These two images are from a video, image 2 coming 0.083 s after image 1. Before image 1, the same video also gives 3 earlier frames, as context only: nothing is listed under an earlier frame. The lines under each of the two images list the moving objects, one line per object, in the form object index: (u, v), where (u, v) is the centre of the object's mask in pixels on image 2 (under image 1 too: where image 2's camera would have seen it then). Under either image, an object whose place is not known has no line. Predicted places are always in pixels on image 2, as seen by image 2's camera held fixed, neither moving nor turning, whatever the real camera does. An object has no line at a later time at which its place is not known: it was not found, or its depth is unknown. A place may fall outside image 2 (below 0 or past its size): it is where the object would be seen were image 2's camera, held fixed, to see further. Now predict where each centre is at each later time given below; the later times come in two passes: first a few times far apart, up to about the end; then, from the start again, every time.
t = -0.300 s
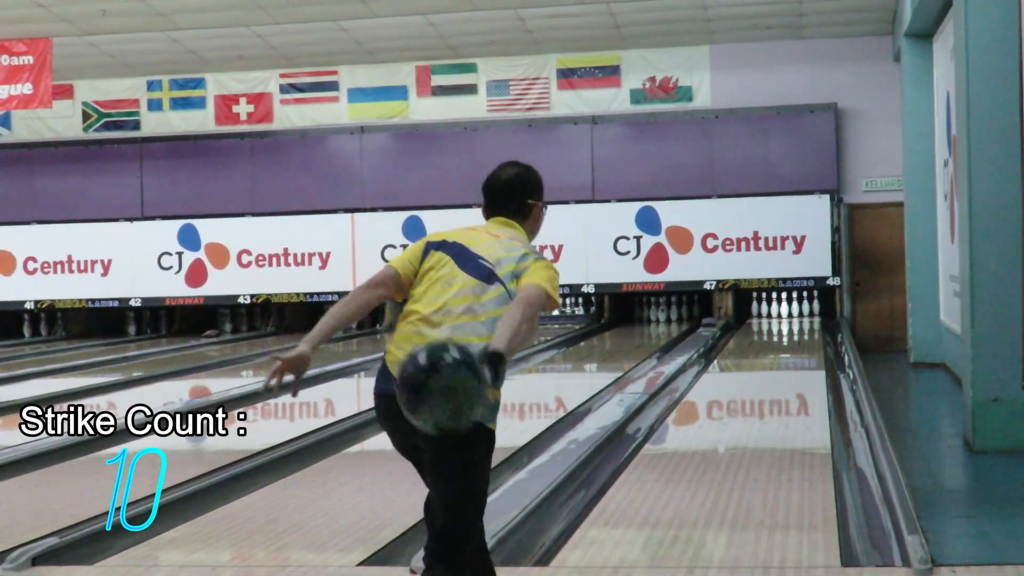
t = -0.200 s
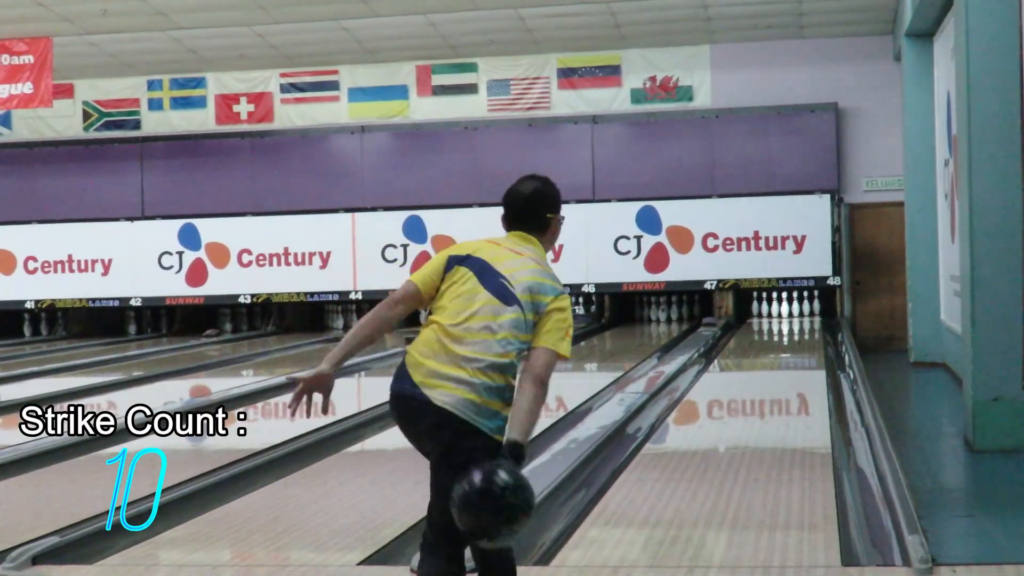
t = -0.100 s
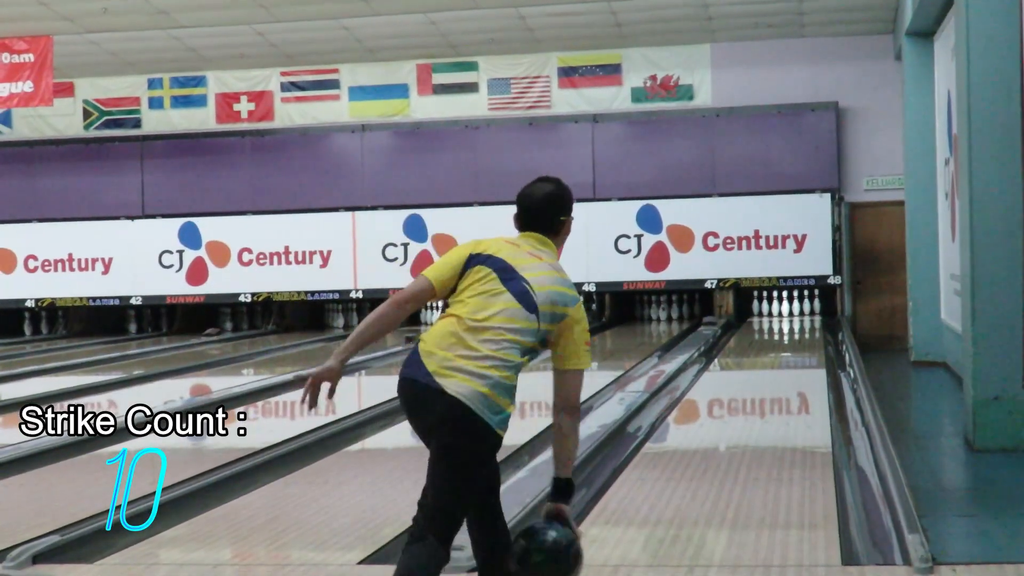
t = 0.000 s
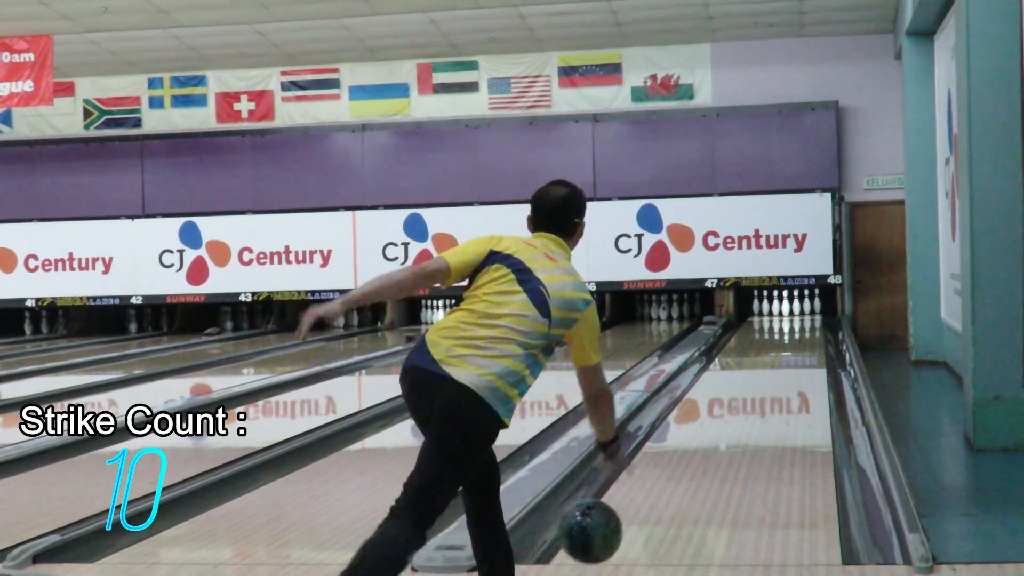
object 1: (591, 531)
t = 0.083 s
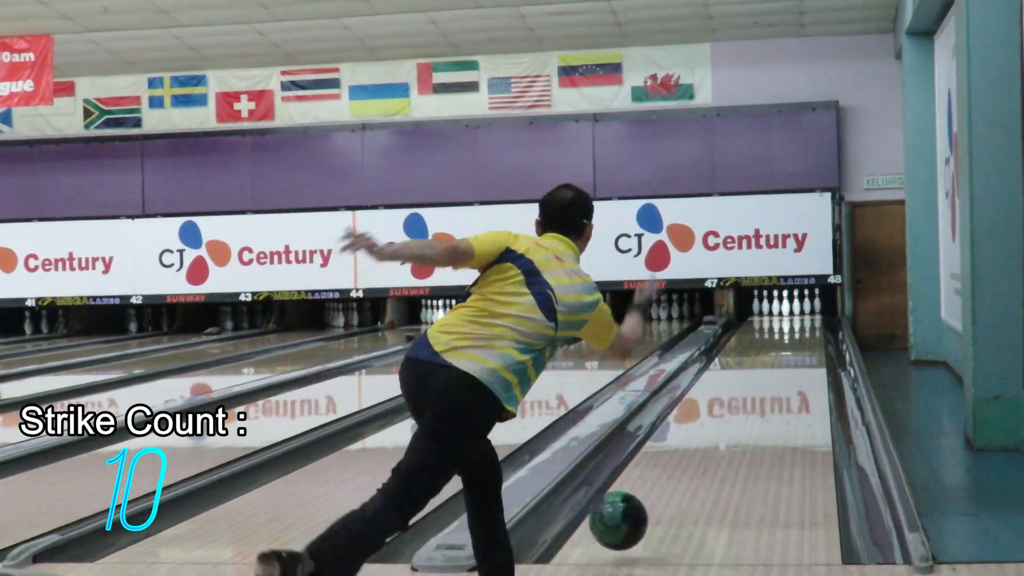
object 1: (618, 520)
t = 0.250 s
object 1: (660, 487)
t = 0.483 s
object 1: (700, 441)
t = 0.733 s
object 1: (730, 407)
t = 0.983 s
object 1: (751, 384)
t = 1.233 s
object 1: (767, 366)
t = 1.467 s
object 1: (778, 353)
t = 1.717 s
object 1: (787, 341)
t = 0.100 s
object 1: (623, 521)
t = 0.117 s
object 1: (628, 522)
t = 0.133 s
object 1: (633, 517)
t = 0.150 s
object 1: (637, 511)
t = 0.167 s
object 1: (641, 505)
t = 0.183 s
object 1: (645, 501)
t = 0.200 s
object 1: (649, 498)
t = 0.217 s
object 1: (653, 495)
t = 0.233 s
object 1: (657, 491)
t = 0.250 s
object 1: (660, 487)
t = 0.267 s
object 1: (663, 483)
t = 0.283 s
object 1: (667, 479)
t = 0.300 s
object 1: (670, 476)
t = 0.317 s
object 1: (674, 472)
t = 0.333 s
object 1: (677, 468)
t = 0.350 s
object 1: (679, 465)
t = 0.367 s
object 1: (682, 461)
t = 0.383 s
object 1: (685, 458)
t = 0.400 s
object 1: (688, 456)
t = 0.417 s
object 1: (690, 452)
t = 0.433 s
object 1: (693, 449)
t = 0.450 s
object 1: (695, 447)
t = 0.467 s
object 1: (698, 444)
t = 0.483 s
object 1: (700, 441)
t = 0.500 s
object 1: (703, 439)
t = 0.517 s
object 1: (705, 436)
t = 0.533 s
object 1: (707, 433)
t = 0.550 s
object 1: (709, 431)
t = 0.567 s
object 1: (711, 429)
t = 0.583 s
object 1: (714, 426)
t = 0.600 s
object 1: (716, 424)
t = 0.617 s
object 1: (720, 420)
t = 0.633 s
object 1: (719, 419)
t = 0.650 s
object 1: (721, 417)
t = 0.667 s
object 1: (723, 415)
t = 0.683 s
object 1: (725, 413)
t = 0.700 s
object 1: (726, 411)
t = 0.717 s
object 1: (728, 409)
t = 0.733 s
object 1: (730, 407)
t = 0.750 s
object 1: (732, 406)
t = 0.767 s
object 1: (733, 404)
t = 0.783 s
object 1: (735, 402)
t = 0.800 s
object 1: (736, 400)
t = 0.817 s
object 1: (738, 399)
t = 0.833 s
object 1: (739, 397)
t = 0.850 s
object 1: (741, 396)
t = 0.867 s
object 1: (742, 394)
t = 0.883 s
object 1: (744, 393)
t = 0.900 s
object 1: (745, 391)
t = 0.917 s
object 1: (746, 390)
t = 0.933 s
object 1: (747, 388)
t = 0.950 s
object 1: (748, 387)
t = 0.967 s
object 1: (750, 385)
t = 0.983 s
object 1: (751, 384)
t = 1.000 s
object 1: (752, 383)
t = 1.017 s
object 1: (753, 382)
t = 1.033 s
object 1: (755, 380)
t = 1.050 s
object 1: (756, 379)
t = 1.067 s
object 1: (756, 378)
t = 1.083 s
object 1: (758, 376)
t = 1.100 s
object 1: (759, 375)
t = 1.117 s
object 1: (760, 374)
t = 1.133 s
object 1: (761, 372)
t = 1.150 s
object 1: (762, 372)
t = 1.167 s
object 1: (763, 370)
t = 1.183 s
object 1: (764, 369)
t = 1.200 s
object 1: (765, 368)
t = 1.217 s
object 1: (765, 367)
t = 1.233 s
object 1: (767, 366)
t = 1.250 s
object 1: (767, 365)
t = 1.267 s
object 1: (768, 364)
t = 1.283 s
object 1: (769, 363)
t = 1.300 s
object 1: (770, 362)
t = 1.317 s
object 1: (771, 361)
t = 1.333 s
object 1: (772, 360)
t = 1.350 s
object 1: (772, 359)
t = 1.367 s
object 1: (773, 358)
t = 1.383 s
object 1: (775, 357)
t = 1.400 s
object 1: (775, 356)
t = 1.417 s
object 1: (776, 356)
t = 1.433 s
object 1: (777, 355)
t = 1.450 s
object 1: (777, 354)
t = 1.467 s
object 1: (778, 353)
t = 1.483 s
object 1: (778, 352)
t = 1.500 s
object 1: (779, 351)
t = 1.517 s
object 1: (780, 351)
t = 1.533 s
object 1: (780, 350)
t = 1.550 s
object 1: (781, 349)
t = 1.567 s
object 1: (781, 348)
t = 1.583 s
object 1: (782, 347)
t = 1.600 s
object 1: (783, 346)
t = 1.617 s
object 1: (784, 345)
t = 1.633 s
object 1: (784, 345)
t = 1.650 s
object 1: (785, 344)
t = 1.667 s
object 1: (786, 343)
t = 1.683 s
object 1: (786, 342)
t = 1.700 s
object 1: (787, 342)
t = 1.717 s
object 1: (787, 341)
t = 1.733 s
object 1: (788, 340)
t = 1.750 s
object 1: (789, 340)
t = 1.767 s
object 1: (789, 339)
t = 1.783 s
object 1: (789, 338)
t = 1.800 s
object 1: (790, 338)
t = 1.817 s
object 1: (790, 337)
